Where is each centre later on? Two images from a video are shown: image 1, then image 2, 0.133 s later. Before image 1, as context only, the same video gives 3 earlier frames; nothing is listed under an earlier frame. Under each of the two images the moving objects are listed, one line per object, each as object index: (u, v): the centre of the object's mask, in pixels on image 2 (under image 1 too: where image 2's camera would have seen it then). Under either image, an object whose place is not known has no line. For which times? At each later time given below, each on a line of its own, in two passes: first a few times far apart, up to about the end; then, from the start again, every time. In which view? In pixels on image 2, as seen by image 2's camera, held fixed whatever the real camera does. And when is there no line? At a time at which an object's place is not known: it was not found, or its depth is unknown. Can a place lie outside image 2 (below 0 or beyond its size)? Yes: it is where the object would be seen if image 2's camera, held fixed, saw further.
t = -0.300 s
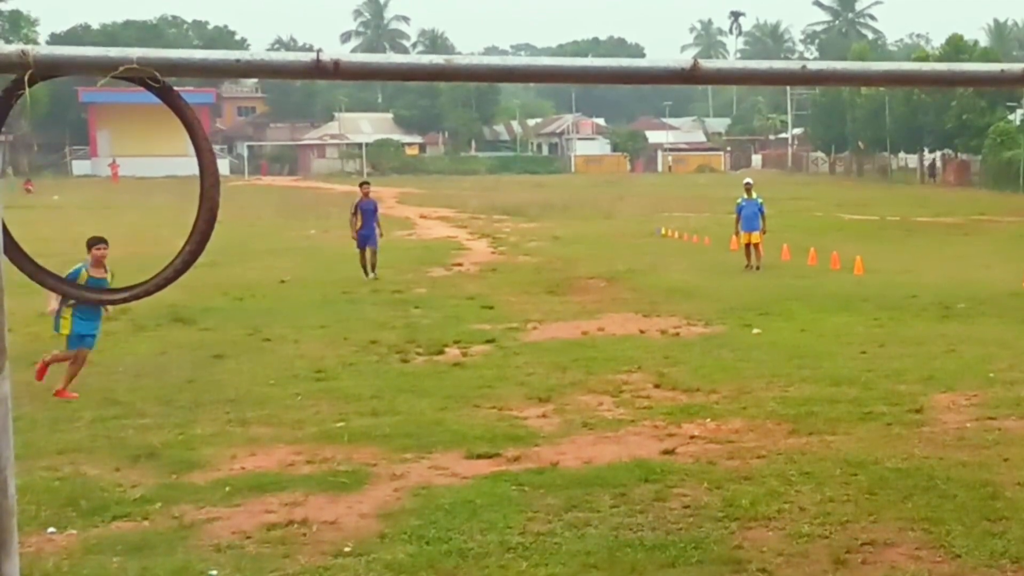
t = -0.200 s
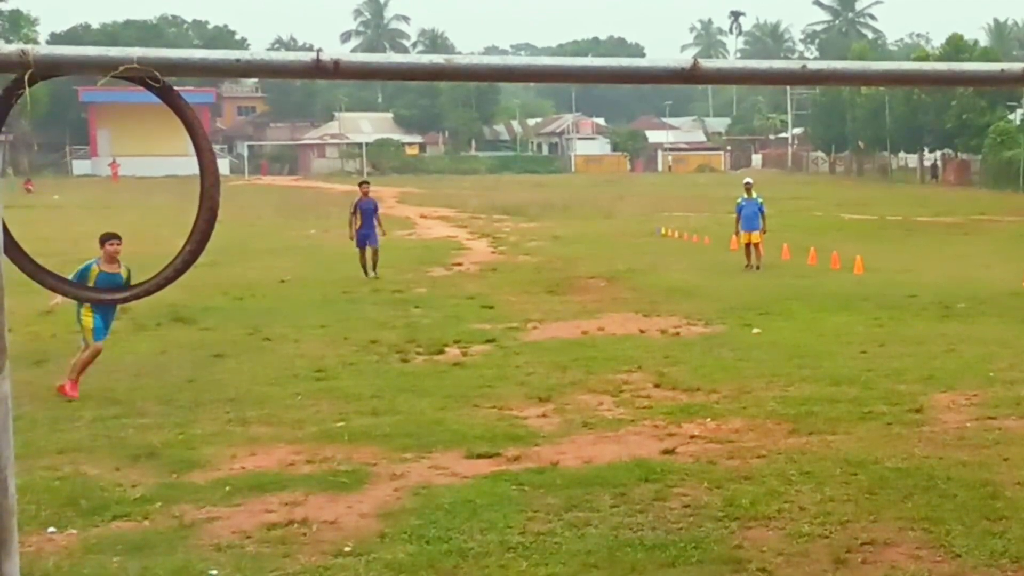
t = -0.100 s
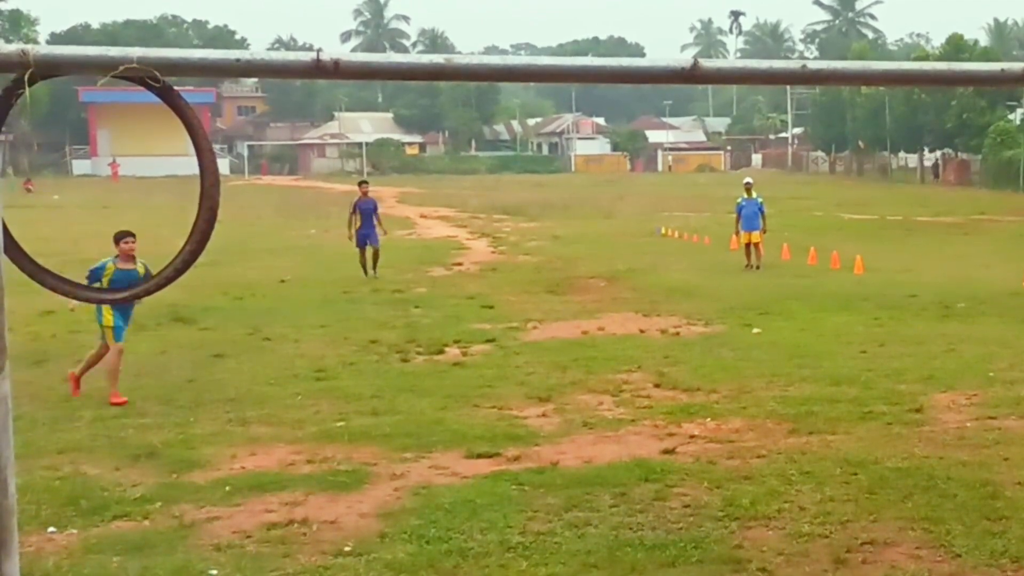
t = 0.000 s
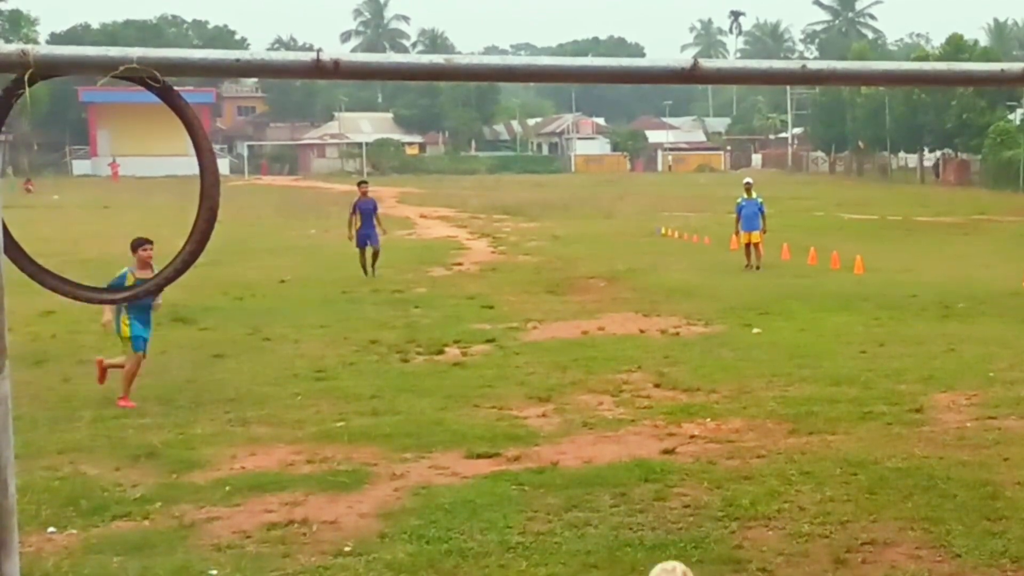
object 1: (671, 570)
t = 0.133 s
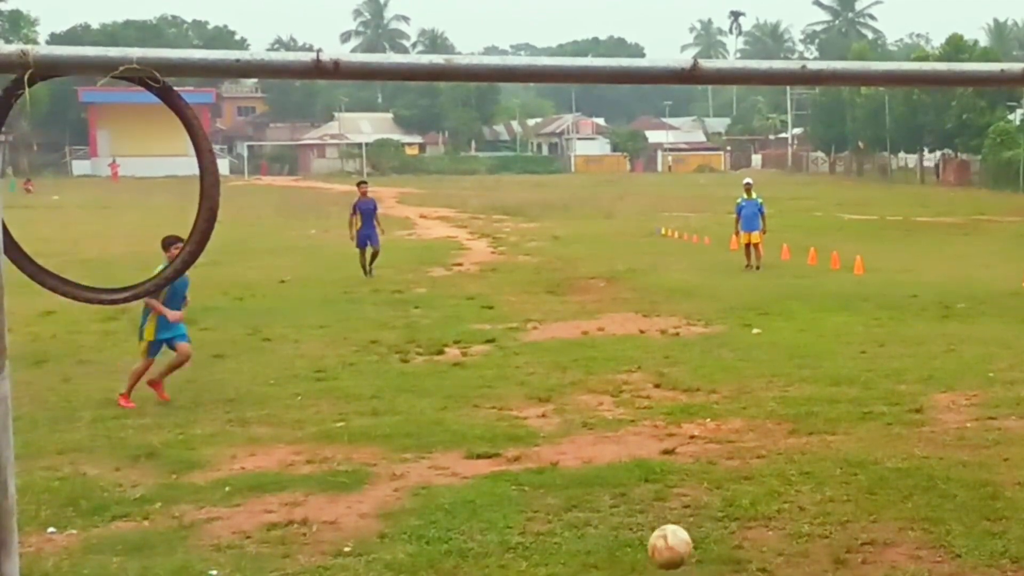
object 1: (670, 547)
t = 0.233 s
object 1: (668, 542)
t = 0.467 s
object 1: (665, 497)
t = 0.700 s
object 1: (666, 471)
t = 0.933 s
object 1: (663, 442)
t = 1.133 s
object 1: (662, 421)
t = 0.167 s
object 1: (669, 543)
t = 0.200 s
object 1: (669, 543)
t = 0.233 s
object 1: (668, 542)
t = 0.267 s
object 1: (668, 531)
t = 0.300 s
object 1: (668, 520)
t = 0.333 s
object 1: (667, 513)
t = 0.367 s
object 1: (667, 506)
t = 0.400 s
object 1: (666, 500)
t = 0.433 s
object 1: (665, 497)
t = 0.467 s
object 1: (665, 497)
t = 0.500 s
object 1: (665, 499)
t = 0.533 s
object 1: (665, 495)
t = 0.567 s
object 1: (665, 484)
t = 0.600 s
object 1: (665, 478)
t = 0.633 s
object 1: (665, 473)
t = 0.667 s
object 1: (665, 471)
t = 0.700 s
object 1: (666, 471)
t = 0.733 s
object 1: (665, 469)
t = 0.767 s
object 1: (665, 463)
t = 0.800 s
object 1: (665, 459)
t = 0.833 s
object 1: (664, 455)
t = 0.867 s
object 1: (664, 450)
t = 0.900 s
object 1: (664, 446)
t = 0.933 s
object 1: (663, 442)
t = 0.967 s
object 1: (663, 441)
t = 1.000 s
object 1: (663, 441)
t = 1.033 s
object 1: (663, 438)
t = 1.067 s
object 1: (662, 430)
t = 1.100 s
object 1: (662, 425)
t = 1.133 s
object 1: (662, 421)
